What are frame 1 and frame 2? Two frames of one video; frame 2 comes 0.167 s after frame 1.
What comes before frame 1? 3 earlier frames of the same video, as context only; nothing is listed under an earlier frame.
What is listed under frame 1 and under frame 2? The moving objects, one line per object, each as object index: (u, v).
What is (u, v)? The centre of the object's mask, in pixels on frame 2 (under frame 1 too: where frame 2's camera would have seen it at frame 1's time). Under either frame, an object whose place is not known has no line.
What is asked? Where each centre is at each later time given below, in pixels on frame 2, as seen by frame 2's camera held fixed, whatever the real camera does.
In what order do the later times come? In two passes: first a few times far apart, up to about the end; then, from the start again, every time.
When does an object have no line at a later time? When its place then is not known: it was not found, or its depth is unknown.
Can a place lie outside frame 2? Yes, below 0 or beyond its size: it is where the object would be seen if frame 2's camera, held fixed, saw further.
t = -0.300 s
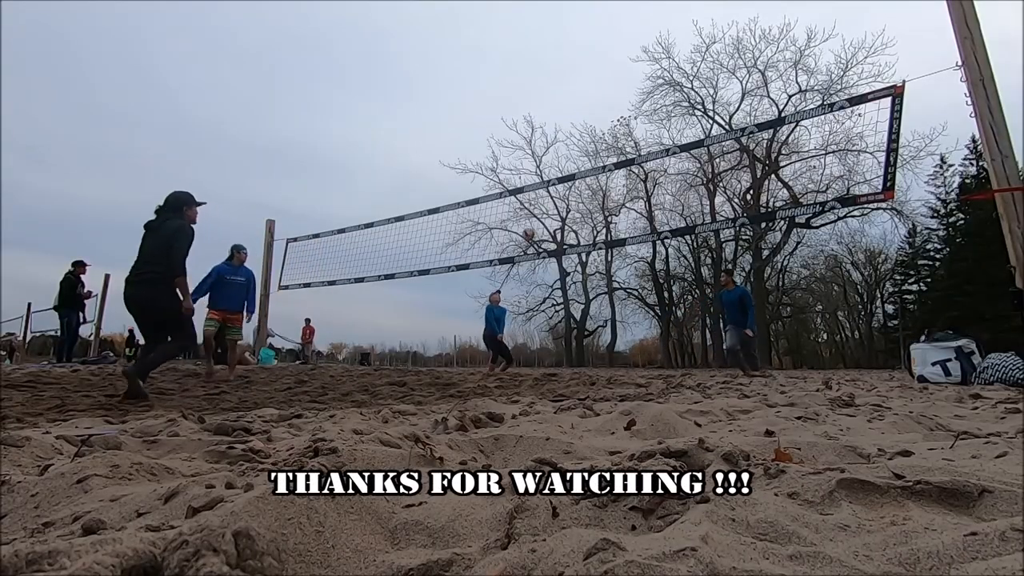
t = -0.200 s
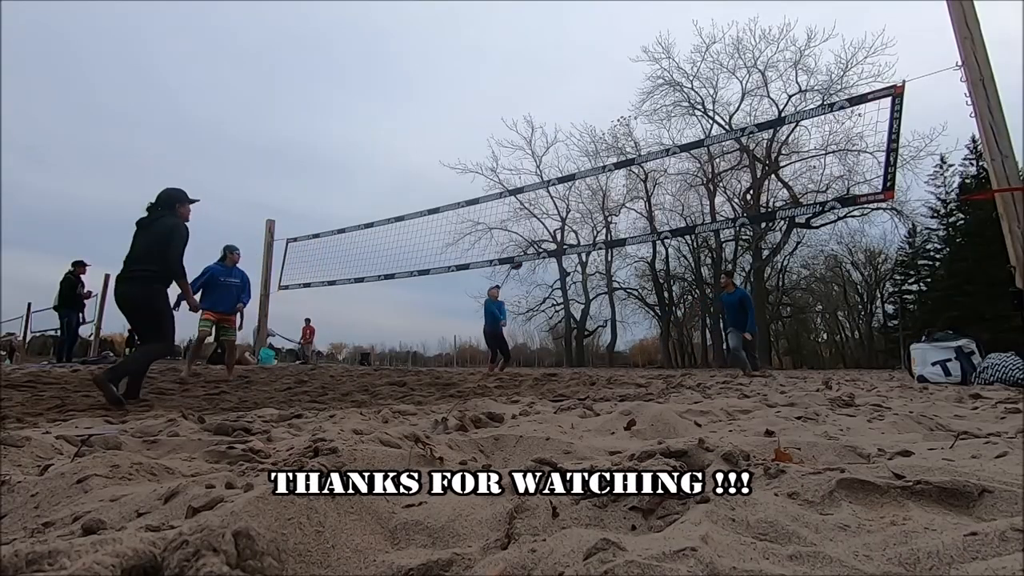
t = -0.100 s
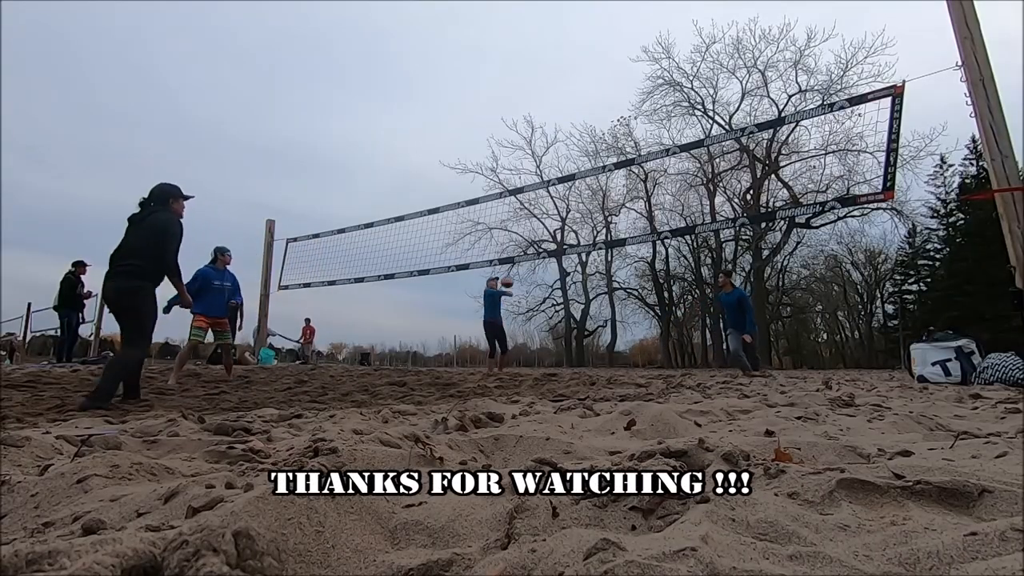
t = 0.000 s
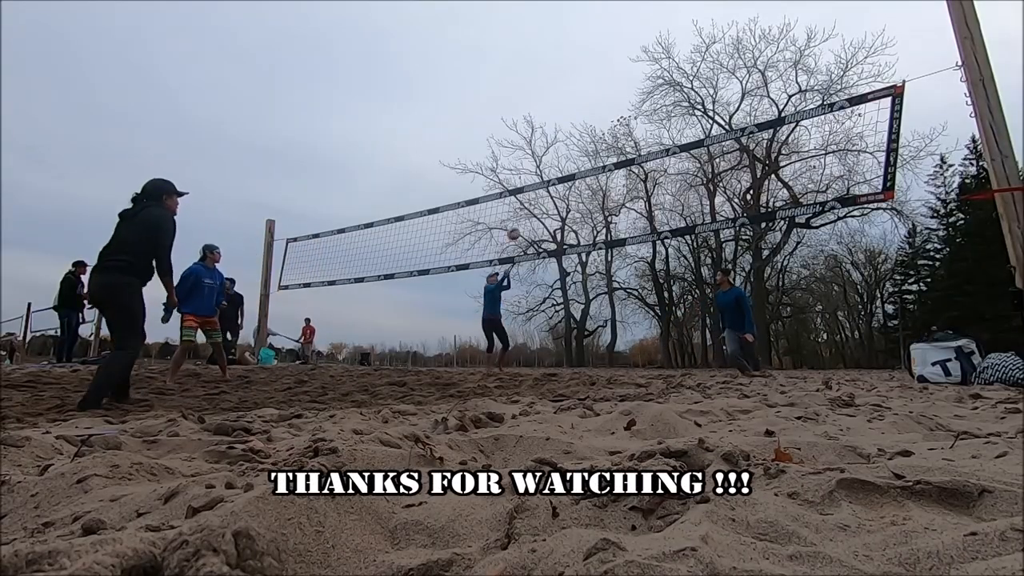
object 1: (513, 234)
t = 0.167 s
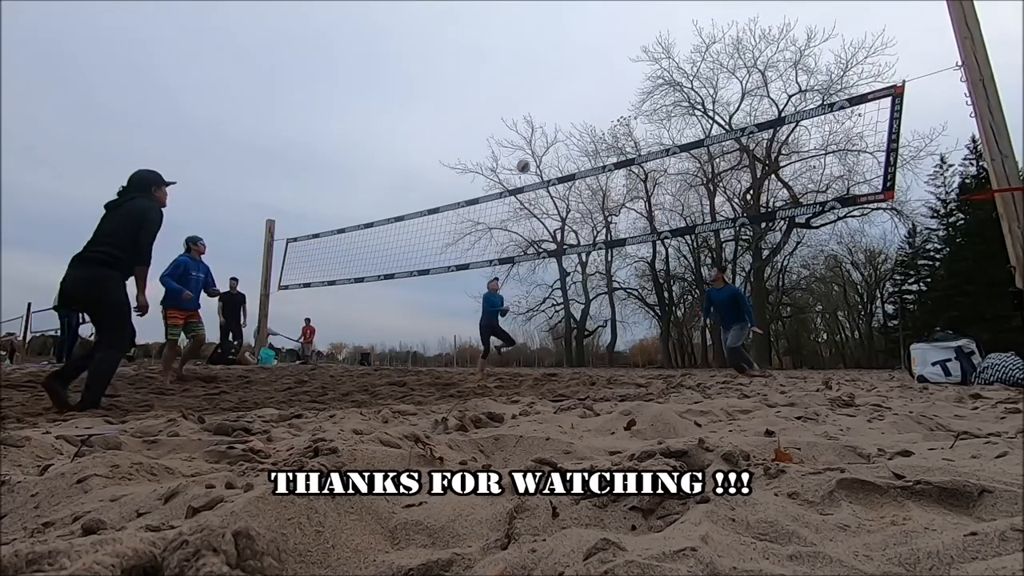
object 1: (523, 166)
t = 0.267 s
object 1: (529, 134)
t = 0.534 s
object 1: (546, 76)
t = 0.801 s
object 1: (562, 62)
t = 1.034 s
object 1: (577, 87)
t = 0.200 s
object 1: (525, 155)
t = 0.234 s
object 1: (527, 144)
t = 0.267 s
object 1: (529, 134)
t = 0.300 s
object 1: (531, 124)
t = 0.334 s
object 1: (533, 116)
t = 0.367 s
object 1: (535, 107)
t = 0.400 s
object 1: (537, 100)
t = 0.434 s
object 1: (539, 93)
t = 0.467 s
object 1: (542, 87)
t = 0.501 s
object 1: (544, 81)
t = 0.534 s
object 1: (546, 76)
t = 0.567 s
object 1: (548, 72)
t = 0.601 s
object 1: (550, 69)
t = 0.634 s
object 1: (552, 65)
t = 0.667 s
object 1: (554, 63)
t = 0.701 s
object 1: (556, 62)
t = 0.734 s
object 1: (558, 61)
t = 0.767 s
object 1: (560, 61)
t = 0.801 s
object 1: (562, 62)
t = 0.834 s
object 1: (565, 63)
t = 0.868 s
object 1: (567, 65)
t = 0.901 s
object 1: (569, 68)
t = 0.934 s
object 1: (571, 71)
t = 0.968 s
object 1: (573, 76)
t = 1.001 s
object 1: (575, 81)
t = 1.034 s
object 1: (577, 87)
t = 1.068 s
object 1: (580, 94)
